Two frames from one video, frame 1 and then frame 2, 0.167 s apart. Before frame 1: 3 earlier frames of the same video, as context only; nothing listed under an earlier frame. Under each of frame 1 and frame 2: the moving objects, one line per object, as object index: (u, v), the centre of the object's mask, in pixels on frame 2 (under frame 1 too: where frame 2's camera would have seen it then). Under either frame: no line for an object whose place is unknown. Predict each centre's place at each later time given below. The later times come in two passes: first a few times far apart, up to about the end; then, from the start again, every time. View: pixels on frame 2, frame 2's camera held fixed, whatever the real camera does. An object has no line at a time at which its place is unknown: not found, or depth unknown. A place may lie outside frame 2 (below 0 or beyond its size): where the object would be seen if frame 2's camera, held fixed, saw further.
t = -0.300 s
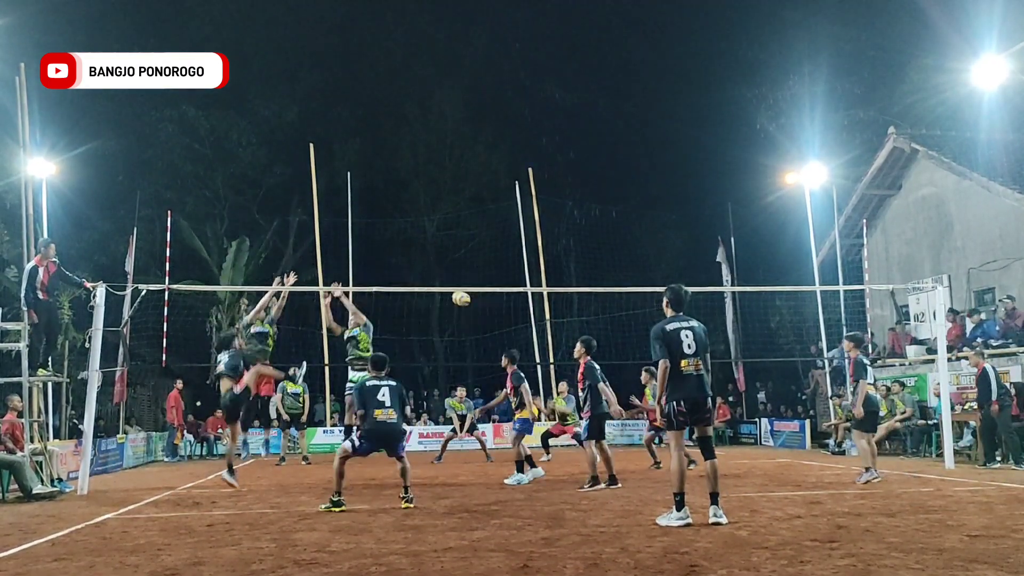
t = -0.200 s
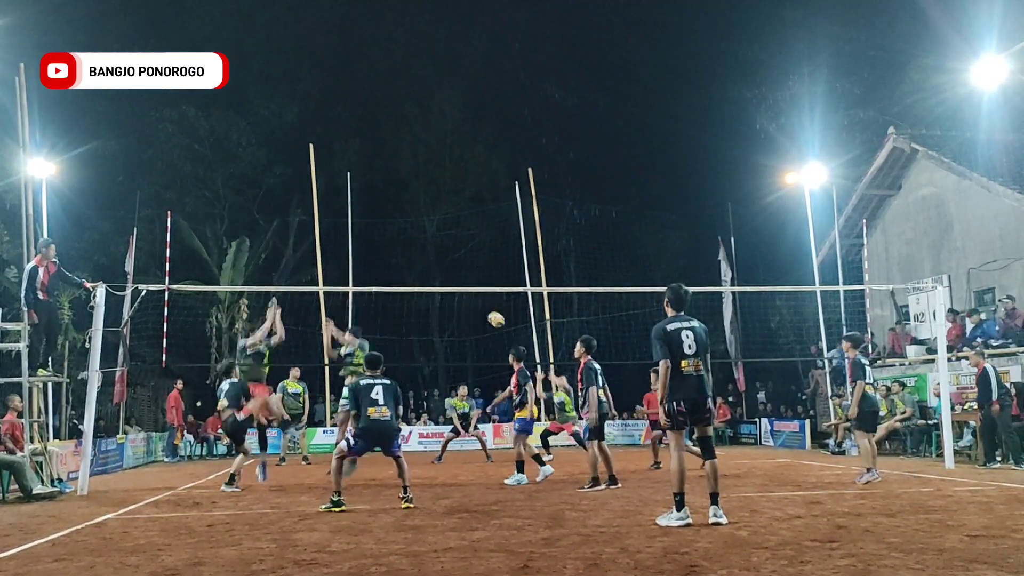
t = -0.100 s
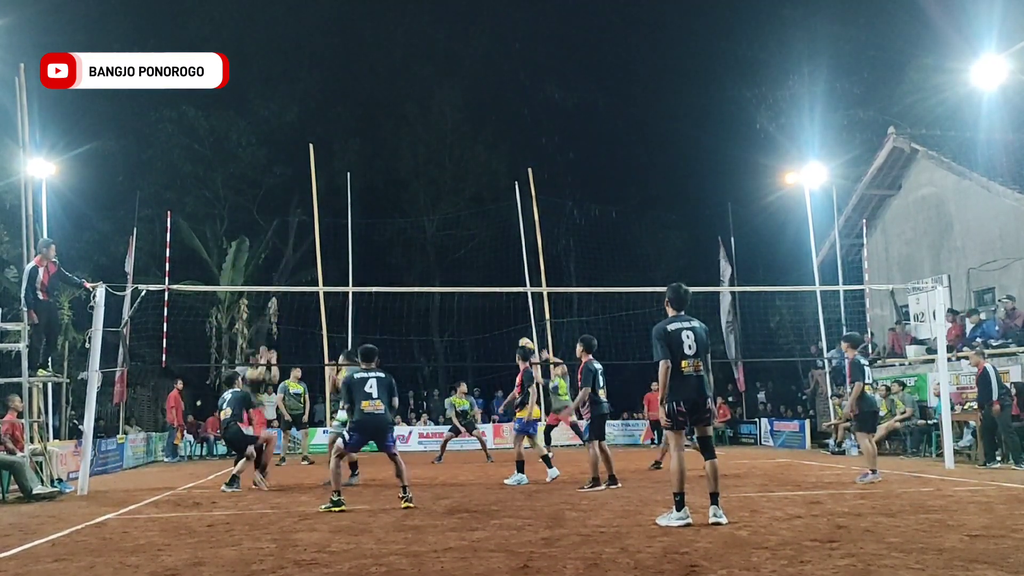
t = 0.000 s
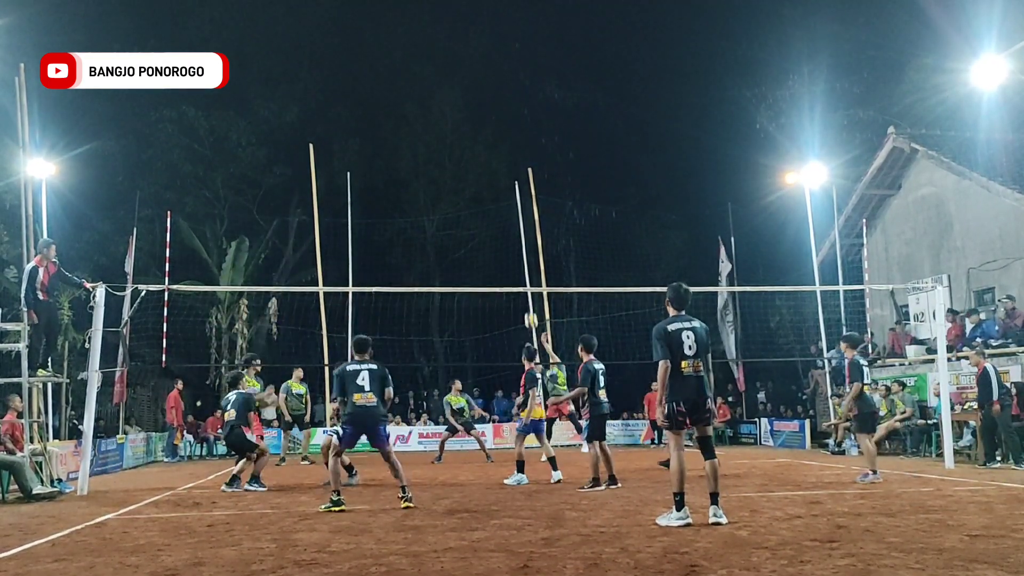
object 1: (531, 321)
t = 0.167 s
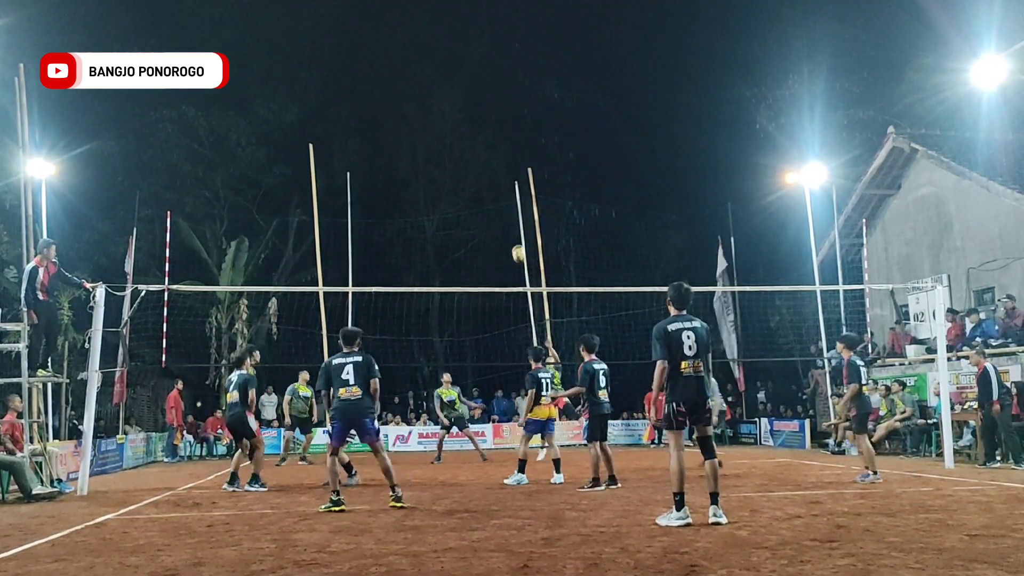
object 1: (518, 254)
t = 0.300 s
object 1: (509, 211)
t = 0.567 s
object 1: (493, 158)
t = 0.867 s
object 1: (475, 143)
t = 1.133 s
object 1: (458, 174)
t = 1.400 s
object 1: (441, 249)
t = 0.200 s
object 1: (516, 242)
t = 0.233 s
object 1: (514, 232)
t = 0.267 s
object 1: (512, 222)
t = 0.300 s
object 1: (509, 211)
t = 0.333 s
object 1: (507, 203)
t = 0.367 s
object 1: (505, 195)
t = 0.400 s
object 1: (503, 187)
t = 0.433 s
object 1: (501, 180)
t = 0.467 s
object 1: (499, 174)
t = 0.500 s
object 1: (496, 167)
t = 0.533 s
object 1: (495, 162)
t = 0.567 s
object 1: (493, 158)
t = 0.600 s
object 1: (490, 154)
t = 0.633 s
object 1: (488, 150)
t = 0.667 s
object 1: (486, 148)
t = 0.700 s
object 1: (484, 145)
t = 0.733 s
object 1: (482, 143)
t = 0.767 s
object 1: (481, 142)
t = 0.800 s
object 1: (478, 142)
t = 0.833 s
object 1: (476, 143)
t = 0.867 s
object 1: (475, 143)
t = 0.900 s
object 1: (472, 145)
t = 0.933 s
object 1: (470, 147)
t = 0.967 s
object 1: (468, 150)
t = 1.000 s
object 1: (466, 153)
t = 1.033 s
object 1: (464, 158)
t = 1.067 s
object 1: (462, 162)
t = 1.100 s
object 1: (460, 168)
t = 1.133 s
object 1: (458, 174)
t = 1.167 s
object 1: (456, 180)
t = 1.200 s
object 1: (454, 188)
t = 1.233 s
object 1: (452, 197)
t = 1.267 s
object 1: (450, 205)
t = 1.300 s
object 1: (448, 215)
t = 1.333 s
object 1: (445, 225)
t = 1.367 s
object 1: (443, 236)
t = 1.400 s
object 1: (441, 249)
